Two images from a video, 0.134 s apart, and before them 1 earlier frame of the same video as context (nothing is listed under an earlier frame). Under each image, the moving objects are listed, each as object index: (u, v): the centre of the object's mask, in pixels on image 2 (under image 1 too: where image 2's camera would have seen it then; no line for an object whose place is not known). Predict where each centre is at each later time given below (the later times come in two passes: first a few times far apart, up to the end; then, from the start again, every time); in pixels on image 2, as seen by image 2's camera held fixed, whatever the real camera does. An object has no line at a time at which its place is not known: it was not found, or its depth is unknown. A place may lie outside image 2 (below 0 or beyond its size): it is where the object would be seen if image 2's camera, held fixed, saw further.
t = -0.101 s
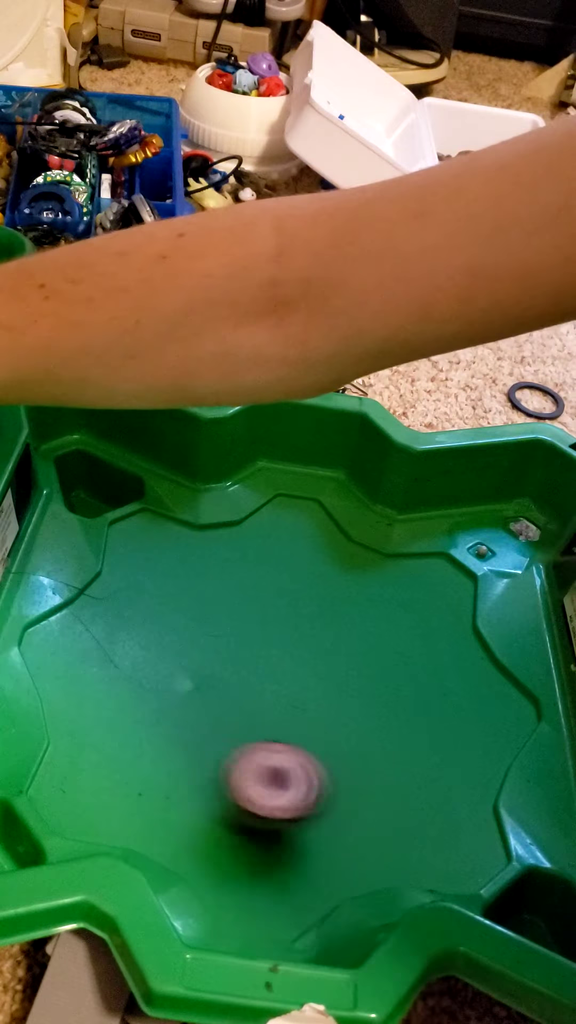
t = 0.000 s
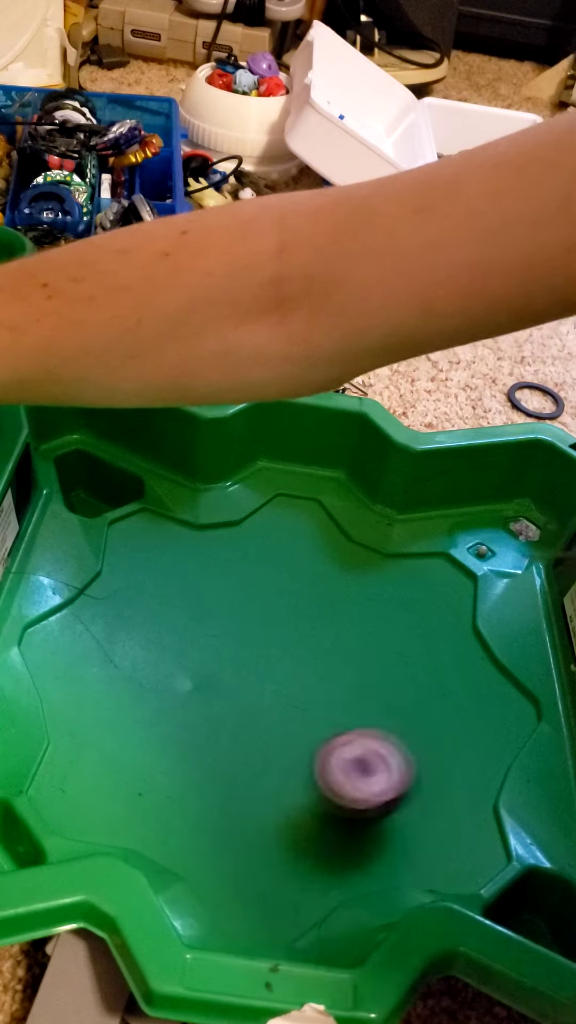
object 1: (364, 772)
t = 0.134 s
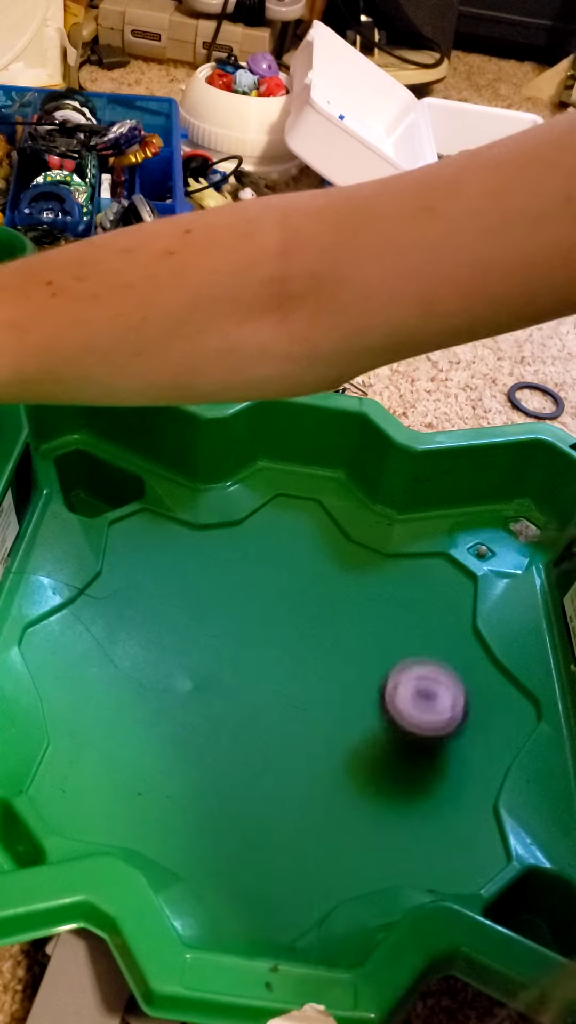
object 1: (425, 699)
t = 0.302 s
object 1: (379, 598)
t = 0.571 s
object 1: (189, 585)
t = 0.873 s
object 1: (216, 764)
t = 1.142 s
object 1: (417, 728)
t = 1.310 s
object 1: (396, 621)
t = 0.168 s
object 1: (425, 679)
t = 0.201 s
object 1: (419, 656)
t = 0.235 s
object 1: (410, 636)
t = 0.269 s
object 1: (395, 616)
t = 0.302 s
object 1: (379, 598)
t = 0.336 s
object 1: (357, 583)
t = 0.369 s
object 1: (335, 573)
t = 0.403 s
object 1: (309, 564)
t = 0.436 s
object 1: (284, 560)
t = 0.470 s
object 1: (257, 561)
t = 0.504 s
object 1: (233, 565)
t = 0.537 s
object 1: (211, 573)
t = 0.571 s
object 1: (189, 585)
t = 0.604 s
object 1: (173, 598)
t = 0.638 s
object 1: (158, 615)
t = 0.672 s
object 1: (150, 636)
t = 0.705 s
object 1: (147, 658)
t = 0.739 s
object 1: (150, 680)
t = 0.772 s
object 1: (158, 704)
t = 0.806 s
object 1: (172, 724)
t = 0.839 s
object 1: (191, 747)
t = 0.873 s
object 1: (216, 764)
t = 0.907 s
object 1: (244, 775)
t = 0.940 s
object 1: (276, 783)
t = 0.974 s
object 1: (306, 785)
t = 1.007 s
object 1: (336, 782)
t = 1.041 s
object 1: (361, 776)
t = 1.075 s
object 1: (385, 763)
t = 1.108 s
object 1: (404, 747)
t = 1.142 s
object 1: (417, 728)
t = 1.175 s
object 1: (425, 706)
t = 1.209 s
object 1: (425, 684)
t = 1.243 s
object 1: (421, 662)
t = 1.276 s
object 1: (411, 641)
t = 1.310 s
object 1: (396, 621)
